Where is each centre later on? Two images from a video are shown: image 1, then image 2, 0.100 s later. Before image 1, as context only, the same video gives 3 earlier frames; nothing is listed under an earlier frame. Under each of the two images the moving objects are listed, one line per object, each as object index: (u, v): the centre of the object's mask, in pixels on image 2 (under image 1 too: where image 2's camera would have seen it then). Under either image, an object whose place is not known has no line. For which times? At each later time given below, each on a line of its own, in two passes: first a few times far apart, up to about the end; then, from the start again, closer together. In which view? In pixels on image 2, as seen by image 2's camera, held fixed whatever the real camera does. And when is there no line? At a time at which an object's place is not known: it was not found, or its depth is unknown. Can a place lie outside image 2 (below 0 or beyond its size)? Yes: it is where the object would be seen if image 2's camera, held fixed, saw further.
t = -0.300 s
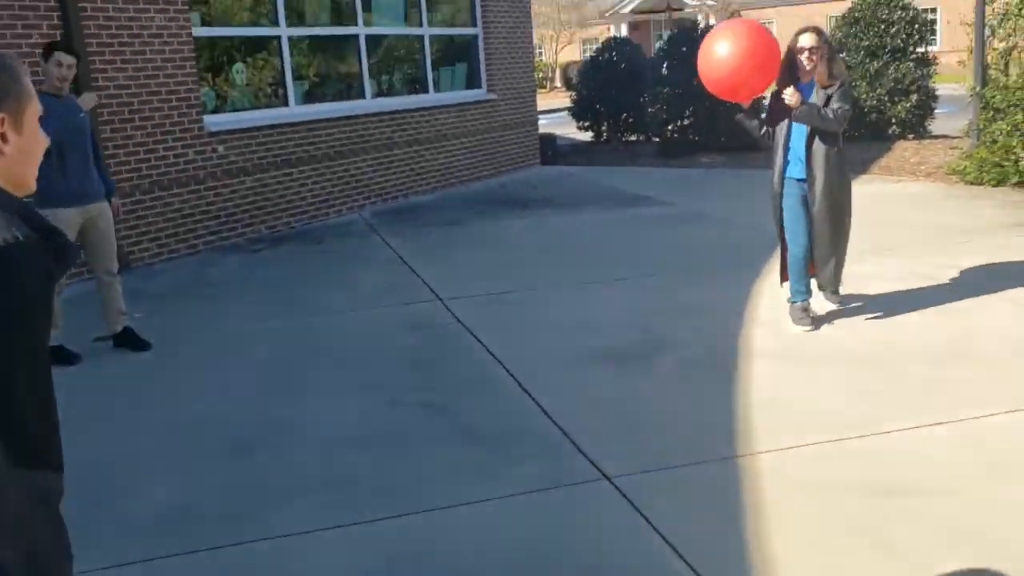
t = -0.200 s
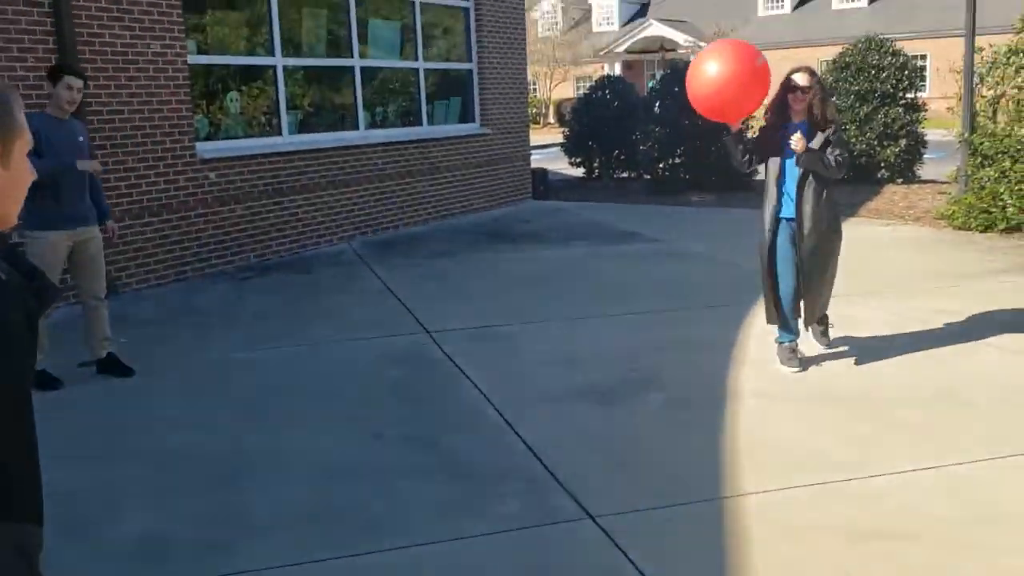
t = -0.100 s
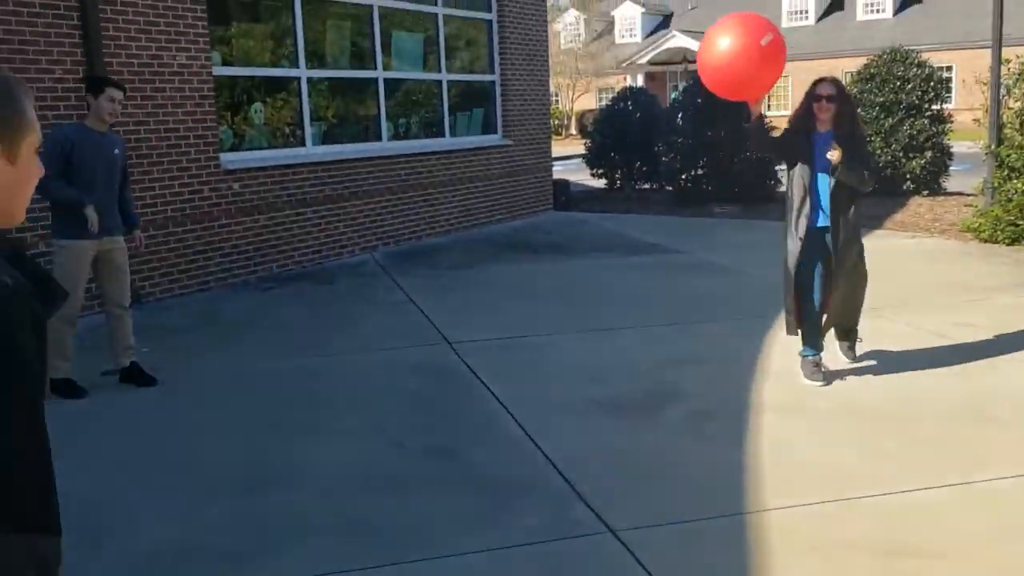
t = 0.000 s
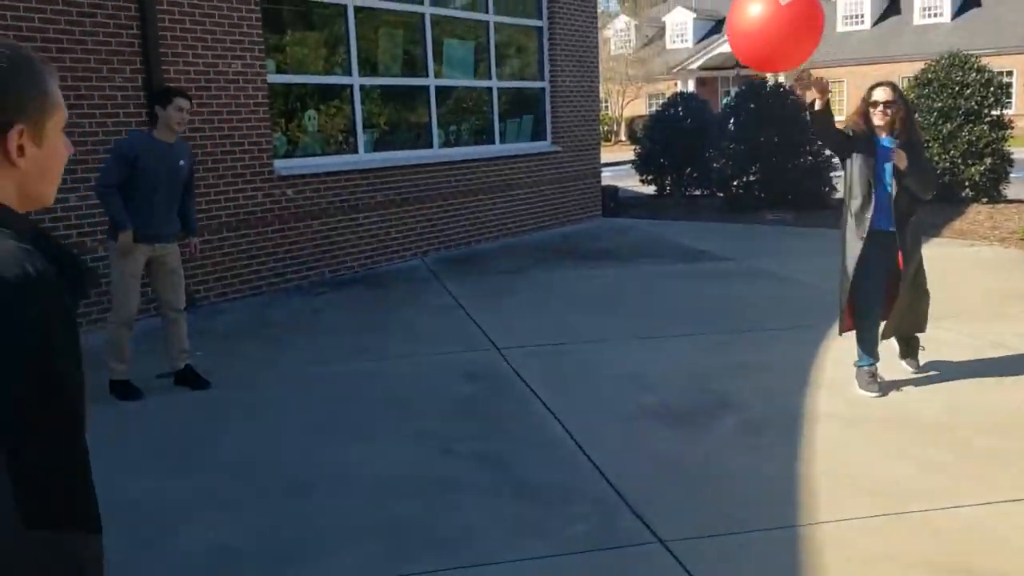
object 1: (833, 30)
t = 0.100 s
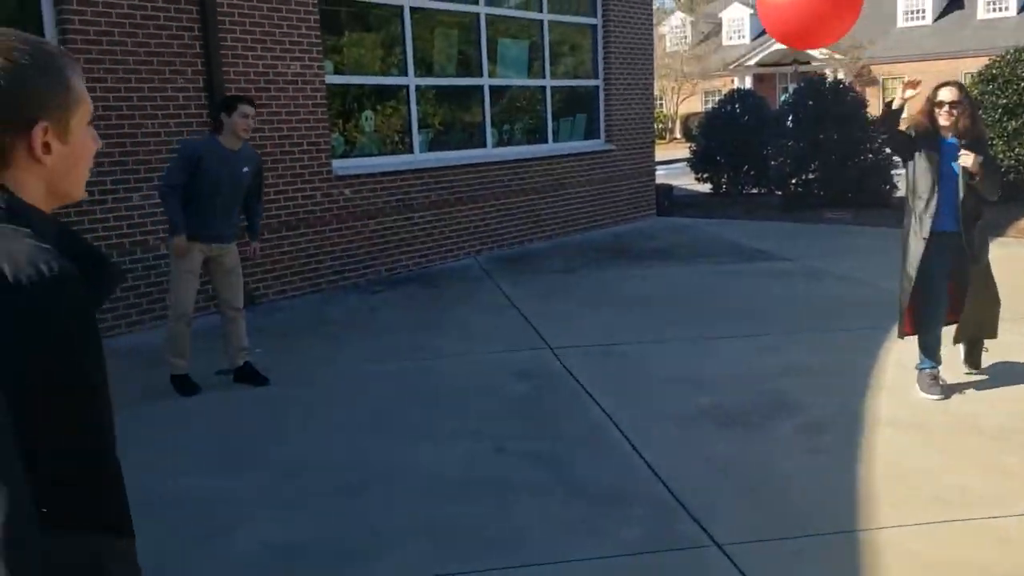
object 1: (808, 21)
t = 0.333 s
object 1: (740, 40)
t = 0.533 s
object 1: (668, 142)
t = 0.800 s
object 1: (559, 534)
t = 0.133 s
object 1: (799, 21)
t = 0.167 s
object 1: (790, 21)
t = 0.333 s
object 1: (740, 40)
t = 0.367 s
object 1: (729, 49)
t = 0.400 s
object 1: (718, 59)
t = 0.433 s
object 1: (706, 71)
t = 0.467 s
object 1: (694, 88)
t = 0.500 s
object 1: (681, 113)
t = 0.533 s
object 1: (668, 142)
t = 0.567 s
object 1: (654, 176)
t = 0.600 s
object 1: (641, 214)
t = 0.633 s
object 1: (626, 255)
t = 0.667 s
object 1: (612, 301)
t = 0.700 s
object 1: (599, 353)
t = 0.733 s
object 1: (585, 409)
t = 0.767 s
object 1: (572, 469)
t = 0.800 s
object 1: (559, 534)
